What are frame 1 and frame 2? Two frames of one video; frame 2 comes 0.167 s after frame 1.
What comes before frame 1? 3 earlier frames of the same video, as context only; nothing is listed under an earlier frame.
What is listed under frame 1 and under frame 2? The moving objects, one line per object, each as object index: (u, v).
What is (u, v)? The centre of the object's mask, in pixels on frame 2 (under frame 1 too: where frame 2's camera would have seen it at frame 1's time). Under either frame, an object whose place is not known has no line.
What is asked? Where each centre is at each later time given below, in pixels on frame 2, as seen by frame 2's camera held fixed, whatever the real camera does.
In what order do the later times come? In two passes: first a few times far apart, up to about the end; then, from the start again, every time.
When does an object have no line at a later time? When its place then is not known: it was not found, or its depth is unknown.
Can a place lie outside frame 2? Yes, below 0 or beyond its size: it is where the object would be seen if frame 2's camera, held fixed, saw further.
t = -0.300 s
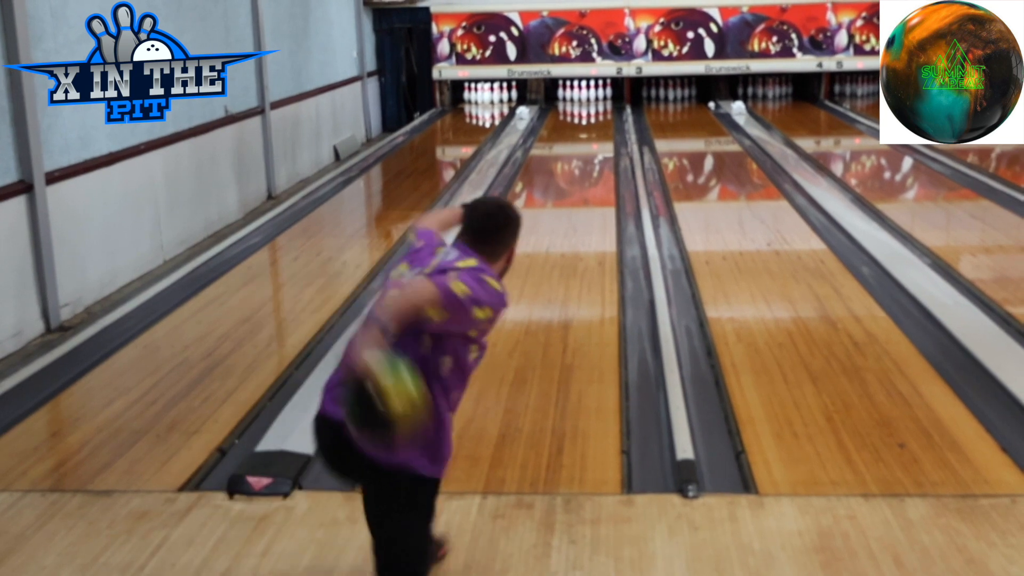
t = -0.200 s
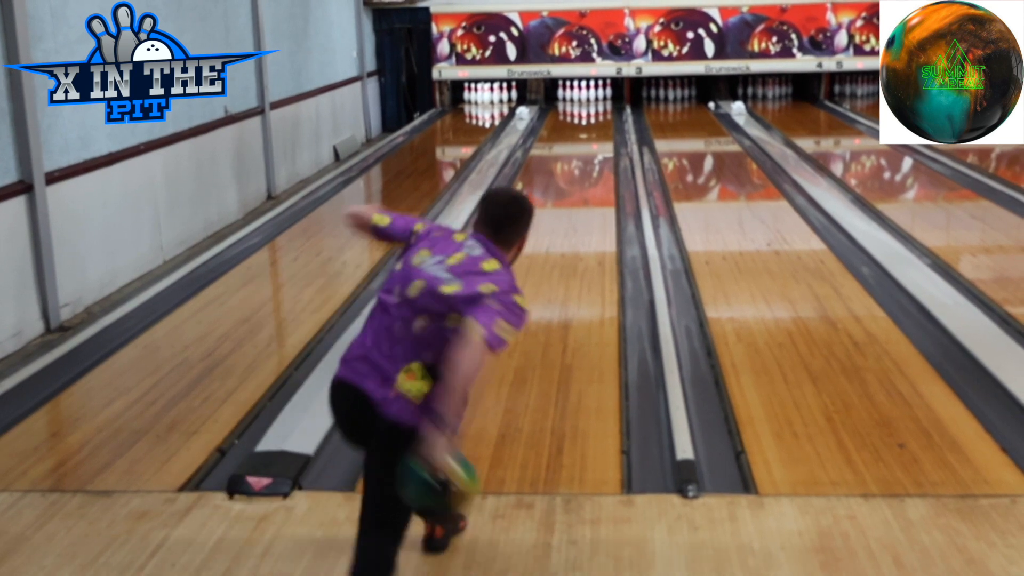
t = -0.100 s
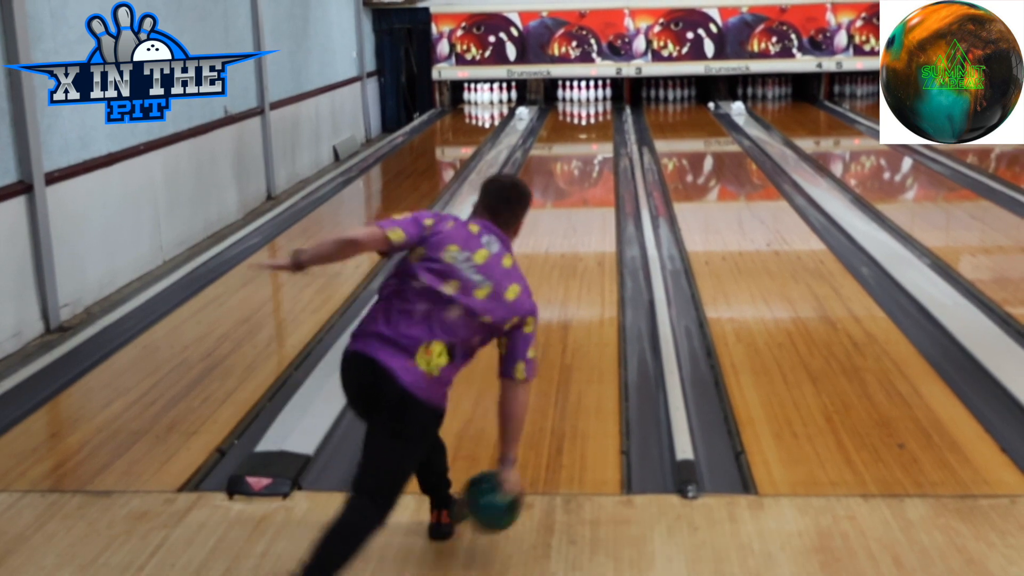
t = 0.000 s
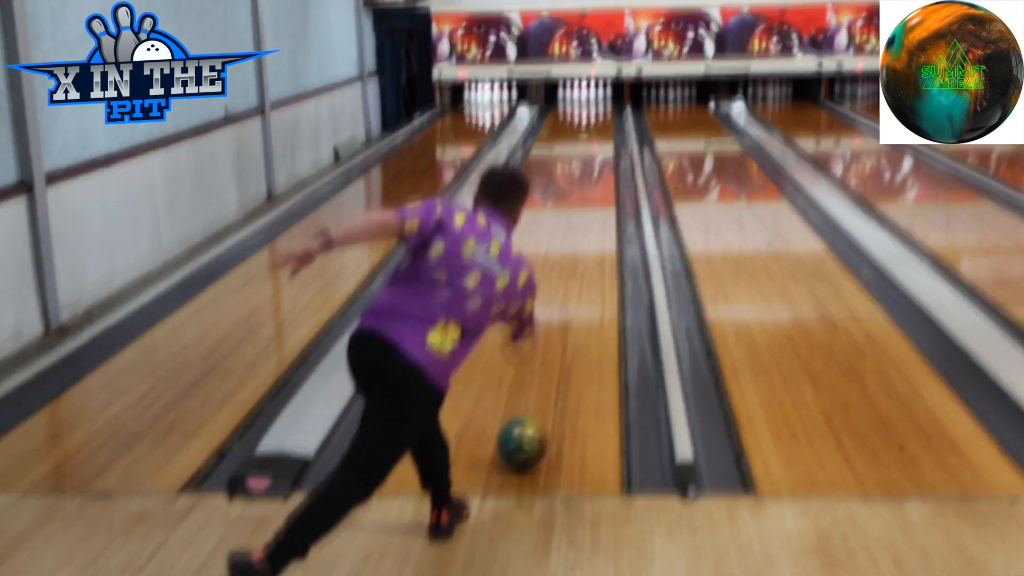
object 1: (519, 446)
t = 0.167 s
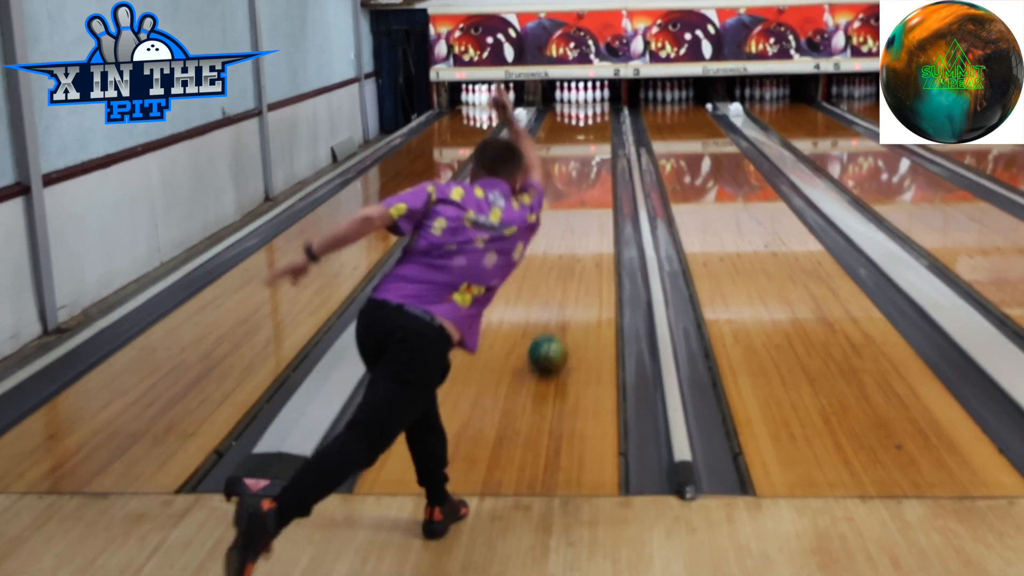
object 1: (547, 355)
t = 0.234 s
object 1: (556, 328)
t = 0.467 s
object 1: (576, 258)
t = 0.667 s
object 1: (587, 219)
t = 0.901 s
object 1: (595, 186)
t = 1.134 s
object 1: (600, 161)
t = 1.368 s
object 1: (602, 143)
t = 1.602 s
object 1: (602, 129)
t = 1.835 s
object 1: (600, 117)
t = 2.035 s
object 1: (596, 108)
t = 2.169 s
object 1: (591, 106)
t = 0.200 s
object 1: (552, 341)
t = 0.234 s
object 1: (556, 328)
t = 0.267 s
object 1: (559, 316)
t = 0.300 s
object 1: (563, 305)
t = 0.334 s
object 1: (566, 294)
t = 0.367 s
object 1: (568, 284)
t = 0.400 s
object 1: (571, 275)
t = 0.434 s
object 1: (573, 266)
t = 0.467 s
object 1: (576, 258)
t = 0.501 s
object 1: (578, 250)
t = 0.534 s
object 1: (580, 243)
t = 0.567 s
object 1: (582, 237)
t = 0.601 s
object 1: (584, 231)
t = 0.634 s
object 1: (585, 225)
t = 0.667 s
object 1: (587, 219)
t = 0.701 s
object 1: (588, 214)
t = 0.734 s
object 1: (589, 208)
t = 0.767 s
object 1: (591, 204)
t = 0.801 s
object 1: (592, 199)
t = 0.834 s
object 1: (593, 194)
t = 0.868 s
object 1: (594, 190)
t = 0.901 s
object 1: (595, 186)
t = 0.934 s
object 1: (596, 182)
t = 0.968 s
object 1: (597, 178)
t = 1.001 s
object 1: (597, 175)
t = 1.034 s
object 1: (598, 171)
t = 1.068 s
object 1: (599, 168)
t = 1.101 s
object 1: (599, 164)
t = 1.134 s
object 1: (600, 161)
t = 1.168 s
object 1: (600, 159)
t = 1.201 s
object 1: (601, 156)
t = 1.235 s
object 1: (601, 153)
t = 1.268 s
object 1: (602, 150)
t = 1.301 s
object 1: (602, 148)
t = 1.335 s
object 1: (602, 145)
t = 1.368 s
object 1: (602, 143)
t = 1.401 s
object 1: (602, 140)
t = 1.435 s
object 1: (602, 138)
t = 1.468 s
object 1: (603, 137)
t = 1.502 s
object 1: (603, 134)
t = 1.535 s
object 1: (603, 133)
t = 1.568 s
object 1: (603, 131)
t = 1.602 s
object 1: (602, 129)
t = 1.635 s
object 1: (602, 127)
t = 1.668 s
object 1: (602, 126)
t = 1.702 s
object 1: (602, 123)
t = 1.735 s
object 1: (602, 122)
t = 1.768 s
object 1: (602, 120)
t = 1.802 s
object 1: (601, 119)
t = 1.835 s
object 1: (600, 117)
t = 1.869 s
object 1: (600, 116)
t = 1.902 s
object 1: (599, 114)
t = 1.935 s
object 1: (599, 113)
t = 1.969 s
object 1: (598, 112)
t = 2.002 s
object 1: (597, 110)
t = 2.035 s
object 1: (596, 108)
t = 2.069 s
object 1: (595, 109)
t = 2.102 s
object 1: (594, 108)
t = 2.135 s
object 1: (592, 107)
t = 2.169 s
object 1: (591, 106)
